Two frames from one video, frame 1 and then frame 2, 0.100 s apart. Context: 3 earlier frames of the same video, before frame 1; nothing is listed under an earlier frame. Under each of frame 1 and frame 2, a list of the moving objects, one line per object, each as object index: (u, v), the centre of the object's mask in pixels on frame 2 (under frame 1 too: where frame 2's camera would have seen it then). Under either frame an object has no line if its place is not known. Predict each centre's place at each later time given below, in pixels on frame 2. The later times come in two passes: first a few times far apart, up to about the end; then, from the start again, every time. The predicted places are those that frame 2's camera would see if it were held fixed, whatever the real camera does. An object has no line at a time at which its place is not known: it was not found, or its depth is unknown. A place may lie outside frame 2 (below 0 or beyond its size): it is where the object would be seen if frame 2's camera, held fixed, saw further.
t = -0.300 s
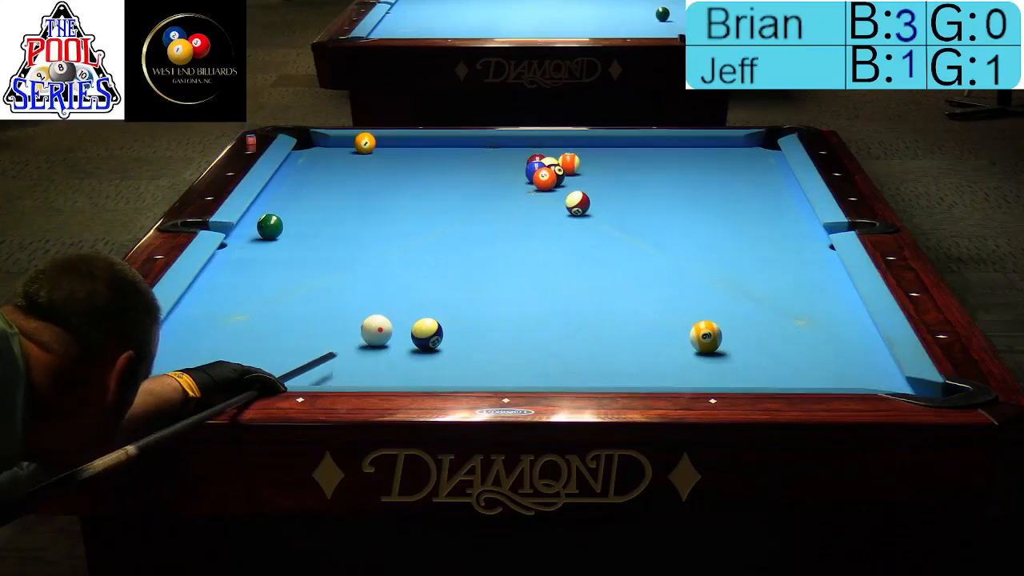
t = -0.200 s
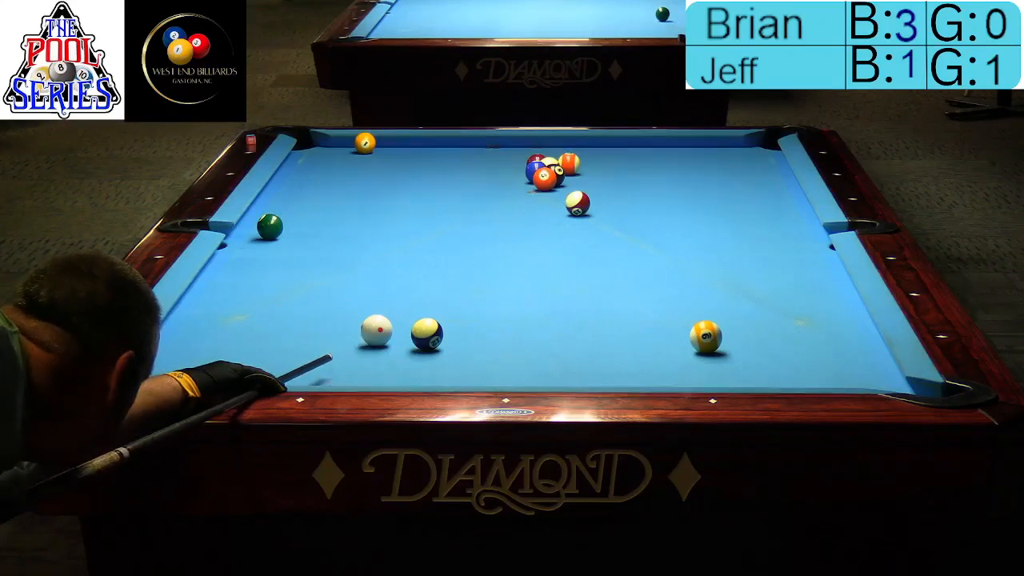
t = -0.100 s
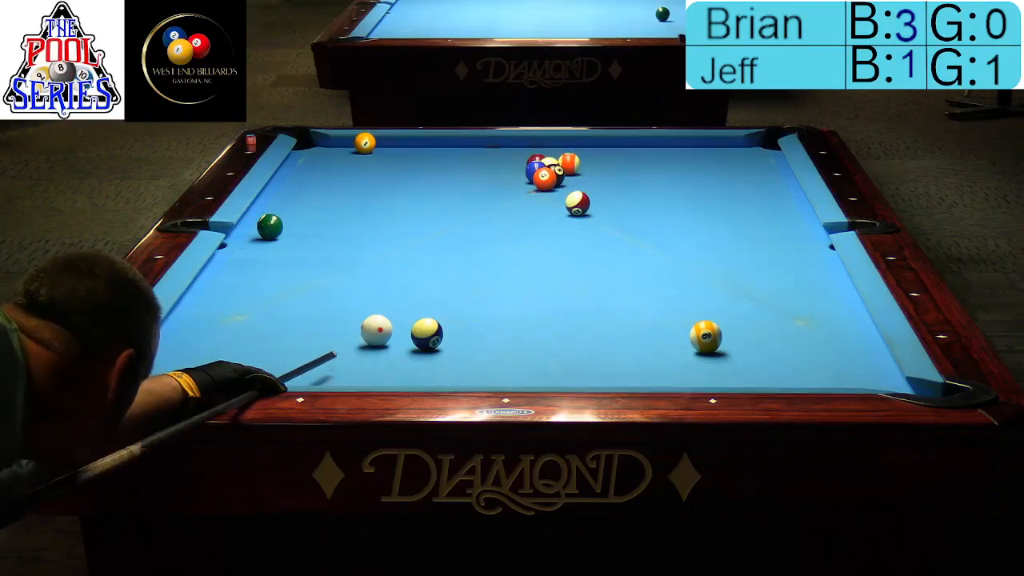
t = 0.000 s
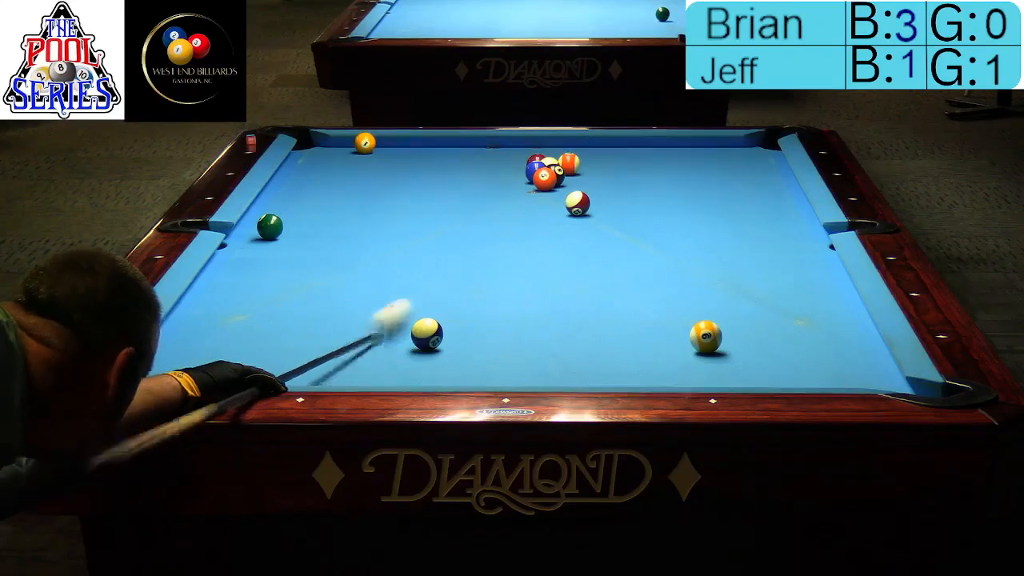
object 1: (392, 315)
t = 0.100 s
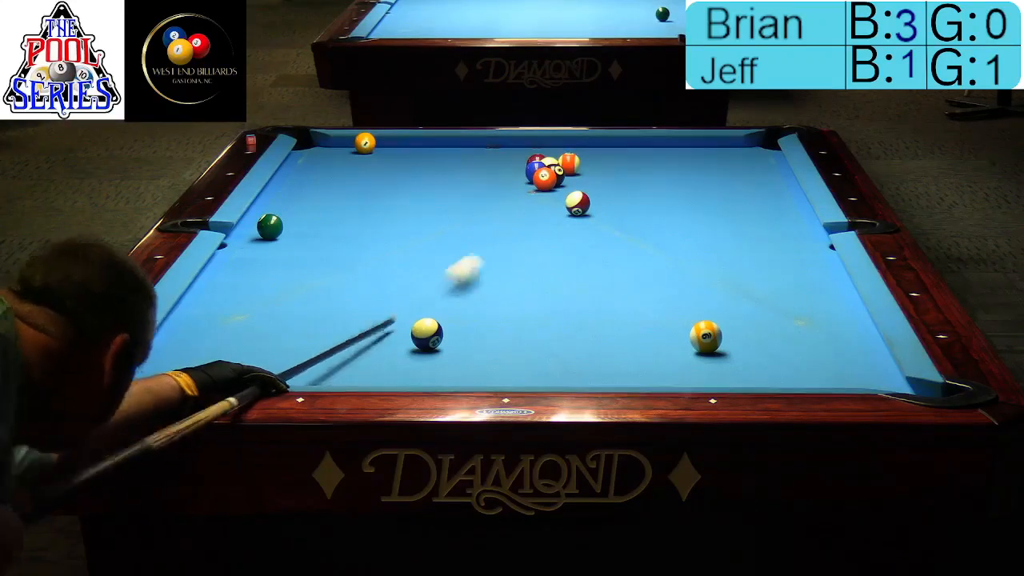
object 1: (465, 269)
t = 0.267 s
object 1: (552, 215)
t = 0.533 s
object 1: (522, 200)
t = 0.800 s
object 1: (480, 192)
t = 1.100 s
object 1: (436, 183)
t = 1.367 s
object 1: (402, 177)
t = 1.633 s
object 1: (369, 170)
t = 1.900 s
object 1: (340, 165)
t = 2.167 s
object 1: (314, 160)
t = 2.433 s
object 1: (303, 156)
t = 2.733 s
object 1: (319, 154)
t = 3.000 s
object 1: (331, 153)
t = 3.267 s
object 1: (340, 152)
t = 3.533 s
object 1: (348, 152)
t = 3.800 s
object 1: (353, 151)
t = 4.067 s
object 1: (355, 151)
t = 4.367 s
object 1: (355, 151)
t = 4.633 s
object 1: (355, 151)
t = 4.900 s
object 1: (355, 151)
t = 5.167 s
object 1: (355, 151)
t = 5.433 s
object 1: (355, 151)
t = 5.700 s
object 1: (355, 151)
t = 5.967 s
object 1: (355, 151)
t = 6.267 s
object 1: (355, 151)
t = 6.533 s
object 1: (355, 151)
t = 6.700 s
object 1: (355, 151)
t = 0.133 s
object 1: (485, 257)
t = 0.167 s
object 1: (504, 245)
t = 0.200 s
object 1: (521, 233)
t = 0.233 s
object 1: (537, 224)
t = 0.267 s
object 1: (552, 215)
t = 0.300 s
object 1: (564, 208)
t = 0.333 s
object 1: (559, 206)
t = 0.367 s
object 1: (551, 205)
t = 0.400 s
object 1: (545, 204)
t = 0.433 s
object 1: (539, 203)
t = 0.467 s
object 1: (534, 202)
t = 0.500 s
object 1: (528, 201)
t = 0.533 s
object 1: (522, 200)
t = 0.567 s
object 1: (517, 199)
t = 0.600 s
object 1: (511, 198)
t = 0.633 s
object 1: (506, 196)
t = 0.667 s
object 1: (501, 196)
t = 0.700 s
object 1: (495, 194)
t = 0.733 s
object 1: (490, 194)
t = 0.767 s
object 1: (485, 193)
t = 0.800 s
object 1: (480, 192)
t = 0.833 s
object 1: (475, 191)
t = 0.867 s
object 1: (470, 190)
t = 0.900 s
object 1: (465, 189)
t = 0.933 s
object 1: (460, 188)
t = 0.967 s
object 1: (455, 187)
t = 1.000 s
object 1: (450, 186)
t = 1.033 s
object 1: (446, 185)
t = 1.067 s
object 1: (441, 184)
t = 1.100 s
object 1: (436, 183)
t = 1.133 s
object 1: (432, 182)
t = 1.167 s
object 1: (427, 182)
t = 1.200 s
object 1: (423, 181)
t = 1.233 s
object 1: (419, 180)
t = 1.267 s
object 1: (414, 179)
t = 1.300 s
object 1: (410, 178)
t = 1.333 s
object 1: (406, 177)
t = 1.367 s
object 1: (402, 177)
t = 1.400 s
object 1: (397, 176)
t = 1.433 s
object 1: (393, 175)
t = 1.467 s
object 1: (389, 174)
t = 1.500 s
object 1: (385, 173)
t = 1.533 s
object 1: (381, 172)
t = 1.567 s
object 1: (377, 172)
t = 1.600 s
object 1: (374, 171)
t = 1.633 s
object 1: (369, 170)
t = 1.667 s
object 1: (366, 169)
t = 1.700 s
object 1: (362, 169)
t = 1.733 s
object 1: (358, 168)
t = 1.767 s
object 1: (354, 167)
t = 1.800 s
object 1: (351, 167)
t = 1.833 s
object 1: (348, 166)
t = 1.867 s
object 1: (344, 165)
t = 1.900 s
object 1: (340, 165)
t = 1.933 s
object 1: (337, 164)
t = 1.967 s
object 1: (333, 164)
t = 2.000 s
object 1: (330, 163)
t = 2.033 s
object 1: (327, 162)
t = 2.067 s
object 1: (323, 162)
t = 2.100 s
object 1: (320, 161)
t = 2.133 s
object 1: (316, 160)
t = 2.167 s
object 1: (314, 160)
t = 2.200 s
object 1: (310, 159)
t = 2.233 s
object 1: (307, 159)
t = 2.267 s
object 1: (304, 158)
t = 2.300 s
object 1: (300, 158)
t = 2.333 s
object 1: (298, 157)
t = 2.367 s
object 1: (299, 157)
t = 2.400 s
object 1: (301, 157)
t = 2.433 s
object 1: (303, 156)
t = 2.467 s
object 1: (305, 156)
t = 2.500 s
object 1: (307, 156)
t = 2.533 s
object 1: (308, 156)
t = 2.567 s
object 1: (310, 155)
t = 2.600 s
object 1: (312, 155)
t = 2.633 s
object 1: (314, 155)
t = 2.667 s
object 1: (315, 155)
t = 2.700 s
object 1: (317, 155)
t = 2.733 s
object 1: (319, 154)
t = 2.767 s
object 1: (320, 154)
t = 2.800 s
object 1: (322, 154)
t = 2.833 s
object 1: (324, 154)
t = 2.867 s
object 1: (325, 154)
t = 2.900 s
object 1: (326, 154)
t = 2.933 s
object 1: (328, 153)
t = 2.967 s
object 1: (330, 153)
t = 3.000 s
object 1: (331, 153)
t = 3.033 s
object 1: (332, 153)
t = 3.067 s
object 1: (333, 153)
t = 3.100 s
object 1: (334, 153)
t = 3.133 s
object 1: (336, 153)
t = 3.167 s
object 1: (337, 153)
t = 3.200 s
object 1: (338, 153)
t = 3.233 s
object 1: (339, 152)
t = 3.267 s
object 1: (340, 152)
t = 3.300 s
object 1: (341, 152)
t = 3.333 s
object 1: (342, 152)
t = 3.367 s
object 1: (343, 152)
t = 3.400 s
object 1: (344, 152)
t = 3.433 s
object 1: (345, 152)
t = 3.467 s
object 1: (345, 152)
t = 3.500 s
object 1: (346, 152)
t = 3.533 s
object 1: (348, 152)
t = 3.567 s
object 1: (348, 152)
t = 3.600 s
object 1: (349, 151)
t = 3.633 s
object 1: (350, 151)
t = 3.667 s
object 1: (350, 151)
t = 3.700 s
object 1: (351, 152)
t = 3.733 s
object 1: (352, 152)
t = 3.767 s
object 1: (352, 151)
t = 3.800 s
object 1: (353, 151)
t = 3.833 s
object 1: (353, 151)
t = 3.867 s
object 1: (353, 151)
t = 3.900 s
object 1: (354, 151)
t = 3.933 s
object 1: (354, 151)
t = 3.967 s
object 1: (354, 151)
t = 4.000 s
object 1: (355, 151)
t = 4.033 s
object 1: (355, 151)
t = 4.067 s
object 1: (355, 151)
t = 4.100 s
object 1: (355, 151)
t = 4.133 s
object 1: (355, 151)
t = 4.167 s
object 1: (355, 151)
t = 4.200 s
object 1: (355, 151)
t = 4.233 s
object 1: (355, 151)
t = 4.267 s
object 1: (355, 151)
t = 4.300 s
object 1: (355, 151)
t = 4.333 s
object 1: (355, 151)
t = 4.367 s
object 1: (355, 151)
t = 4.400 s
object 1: (355, 151)
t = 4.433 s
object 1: (355, 151)
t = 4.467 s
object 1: (355, 151)
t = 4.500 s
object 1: (355, 151)
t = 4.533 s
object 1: (355, 151)
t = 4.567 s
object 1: (355, 151)
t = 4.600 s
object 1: (355, 151)
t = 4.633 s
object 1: (355, 151)
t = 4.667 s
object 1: (355, 151)
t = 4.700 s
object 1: (355, 151)
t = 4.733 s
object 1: (355, 151)
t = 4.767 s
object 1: (355, 151)
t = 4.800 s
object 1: (355, 151)
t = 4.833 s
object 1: (355, 151)
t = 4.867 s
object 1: (355, 151)
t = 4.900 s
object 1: (355, 151)
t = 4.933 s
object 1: (355, 151)
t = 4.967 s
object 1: (355, 151)
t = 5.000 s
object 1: (355, 151)
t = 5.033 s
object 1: (355, 151)
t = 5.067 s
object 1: (355, 151)
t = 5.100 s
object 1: (355, 151)
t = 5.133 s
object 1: (355, 151)
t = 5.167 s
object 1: (355, 151)
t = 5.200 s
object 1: (355, 151)
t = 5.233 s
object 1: (355, 151)
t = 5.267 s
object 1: (355, 151)
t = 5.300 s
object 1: (355, 151)
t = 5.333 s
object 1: (355, 151)
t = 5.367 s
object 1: (355, 151)
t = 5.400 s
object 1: (355, 151)
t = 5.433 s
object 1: (355, 151)
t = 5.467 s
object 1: (355, 151)
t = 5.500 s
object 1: (355, 151)
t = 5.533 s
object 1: (355, 151)
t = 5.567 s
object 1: (355, 151)
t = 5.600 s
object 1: (355, 151)
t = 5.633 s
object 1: (355, 151)
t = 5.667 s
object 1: (355, 151)
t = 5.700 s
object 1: (355, 151)
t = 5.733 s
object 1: (355, 151)
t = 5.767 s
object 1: (355, 151)
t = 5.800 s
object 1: (355, 151)
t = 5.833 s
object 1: (355, 151)
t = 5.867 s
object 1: (355, 151)
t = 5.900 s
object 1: (355, 151)
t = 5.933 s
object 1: (355, 151)
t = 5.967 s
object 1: (355, 151)
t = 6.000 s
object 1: (355, 151)
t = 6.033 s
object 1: (355, 151)
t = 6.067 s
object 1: (355, 151)
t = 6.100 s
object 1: (355, 151)
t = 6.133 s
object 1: (355, 151)
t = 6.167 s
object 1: (355, 151)
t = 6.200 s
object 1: (355, 151)
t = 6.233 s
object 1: (355, 151)
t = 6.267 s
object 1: (355, 151)
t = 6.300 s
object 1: (355, 151)
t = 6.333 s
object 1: (355, 151)
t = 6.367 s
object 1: (355, 151)
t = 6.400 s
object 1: (355, 151)
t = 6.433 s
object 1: (355, 151)
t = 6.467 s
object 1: (355, 151)
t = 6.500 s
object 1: (355, 151)
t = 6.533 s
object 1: (355, 151)
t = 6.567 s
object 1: (355, 151)
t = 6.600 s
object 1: (355, 151)
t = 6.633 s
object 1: (355, 151)
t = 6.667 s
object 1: (355, 151)
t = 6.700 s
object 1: (355, 151)
